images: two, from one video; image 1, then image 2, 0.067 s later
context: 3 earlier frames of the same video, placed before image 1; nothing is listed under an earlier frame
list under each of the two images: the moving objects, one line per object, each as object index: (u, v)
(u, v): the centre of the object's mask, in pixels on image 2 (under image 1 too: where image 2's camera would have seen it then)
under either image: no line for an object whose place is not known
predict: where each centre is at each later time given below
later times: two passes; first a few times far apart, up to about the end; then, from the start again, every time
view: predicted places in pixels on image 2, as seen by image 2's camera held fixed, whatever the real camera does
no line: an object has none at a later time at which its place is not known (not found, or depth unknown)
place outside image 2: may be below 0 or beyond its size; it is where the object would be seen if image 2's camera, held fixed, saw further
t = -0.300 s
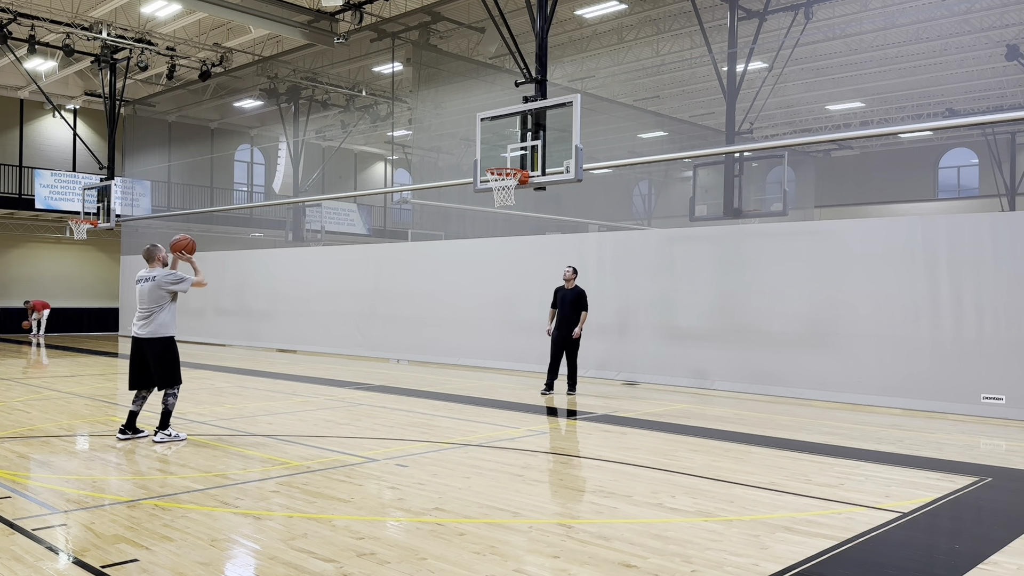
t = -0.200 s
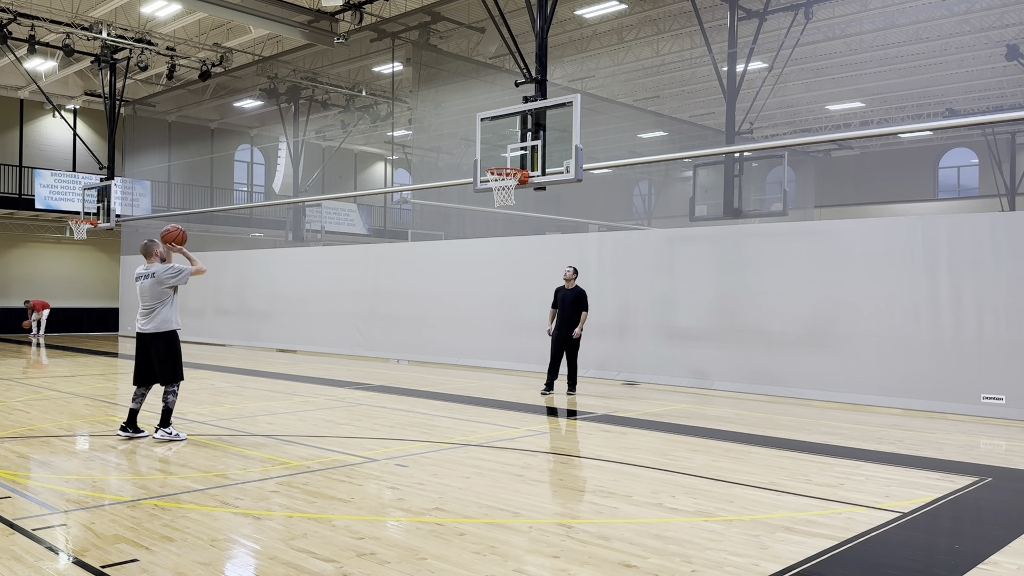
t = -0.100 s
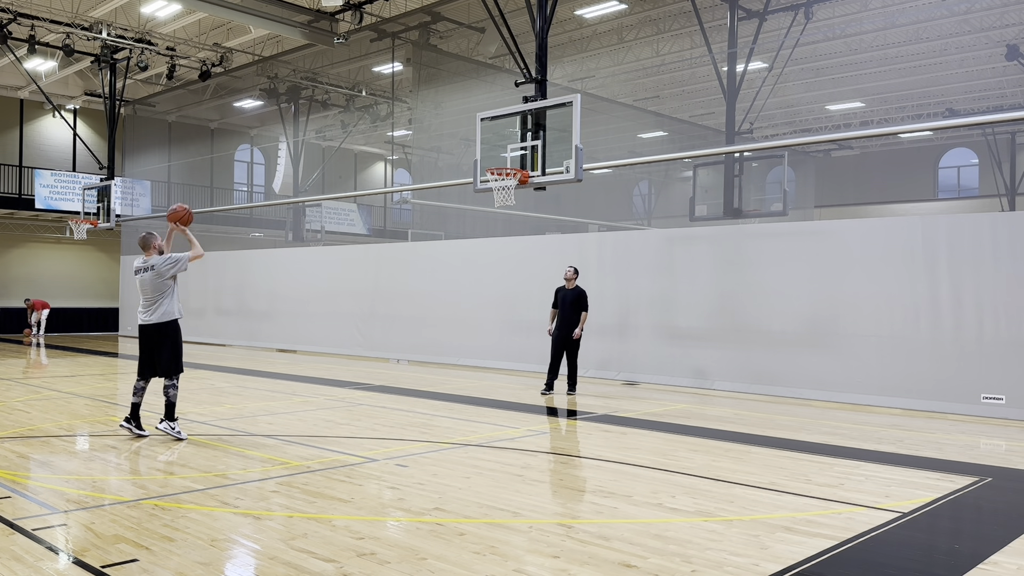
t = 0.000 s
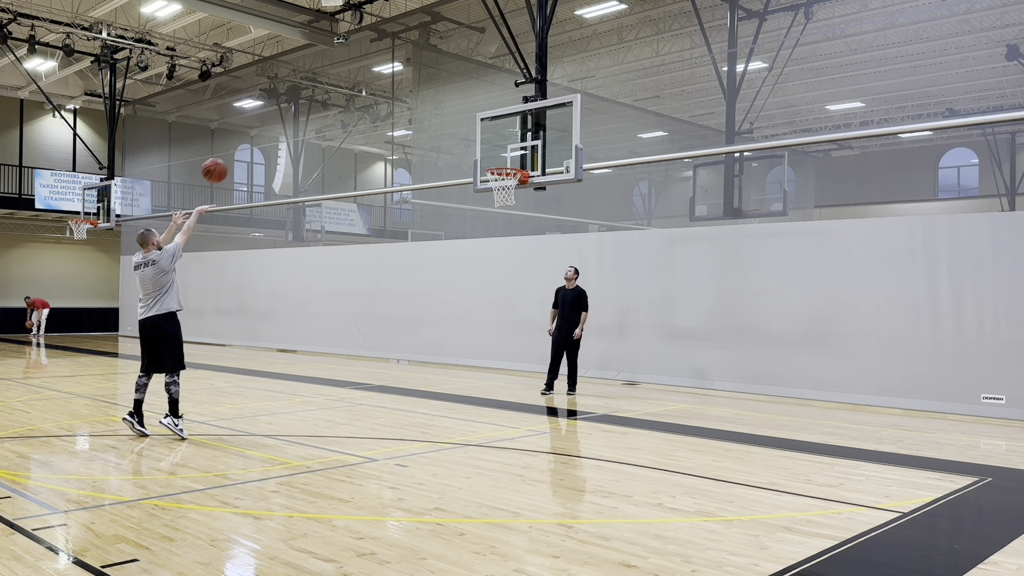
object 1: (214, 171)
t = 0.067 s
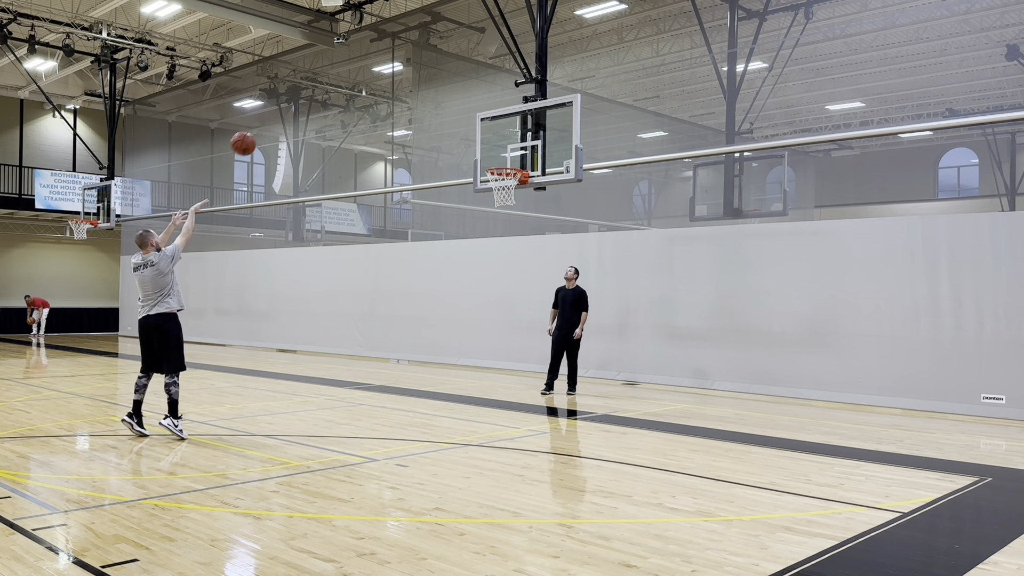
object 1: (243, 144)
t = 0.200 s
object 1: (296, 106)
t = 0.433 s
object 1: (376, 83)
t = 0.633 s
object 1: (435, 100)
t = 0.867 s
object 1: (494, 156)
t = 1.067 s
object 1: (519, 201)
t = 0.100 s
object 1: (257, 132)
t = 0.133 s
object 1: (270, 122)
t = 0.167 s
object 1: (283, 114)
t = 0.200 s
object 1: (296, 106)
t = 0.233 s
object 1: (308, 99)
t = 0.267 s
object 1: (320, 94)
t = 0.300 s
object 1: (332, 90)
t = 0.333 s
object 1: (343, 86)
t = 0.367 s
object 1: (355, 84)
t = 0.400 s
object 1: (366, 83)
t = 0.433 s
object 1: (376, 83)
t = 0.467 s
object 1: (387, 84)
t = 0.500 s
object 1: (397, 85)
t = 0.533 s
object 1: (407, 88)
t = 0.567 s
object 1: (417, 91)
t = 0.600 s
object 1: (426, 95)
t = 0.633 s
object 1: (435, 100)
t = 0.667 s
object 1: (444, 106)
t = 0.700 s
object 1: (453, 113)
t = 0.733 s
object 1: (462, 120)
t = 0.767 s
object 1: (470, 128)
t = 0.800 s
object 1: (478, 136)
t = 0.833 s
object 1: (486, 146)
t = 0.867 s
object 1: (494, 156)
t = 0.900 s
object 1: (502, 164)
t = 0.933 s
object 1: (506, 178)
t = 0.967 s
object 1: (515, 185)
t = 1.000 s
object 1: (514, 195)
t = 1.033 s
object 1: (517, 196)
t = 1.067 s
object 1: (519, 201)
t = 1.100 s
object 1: (520, 208)
